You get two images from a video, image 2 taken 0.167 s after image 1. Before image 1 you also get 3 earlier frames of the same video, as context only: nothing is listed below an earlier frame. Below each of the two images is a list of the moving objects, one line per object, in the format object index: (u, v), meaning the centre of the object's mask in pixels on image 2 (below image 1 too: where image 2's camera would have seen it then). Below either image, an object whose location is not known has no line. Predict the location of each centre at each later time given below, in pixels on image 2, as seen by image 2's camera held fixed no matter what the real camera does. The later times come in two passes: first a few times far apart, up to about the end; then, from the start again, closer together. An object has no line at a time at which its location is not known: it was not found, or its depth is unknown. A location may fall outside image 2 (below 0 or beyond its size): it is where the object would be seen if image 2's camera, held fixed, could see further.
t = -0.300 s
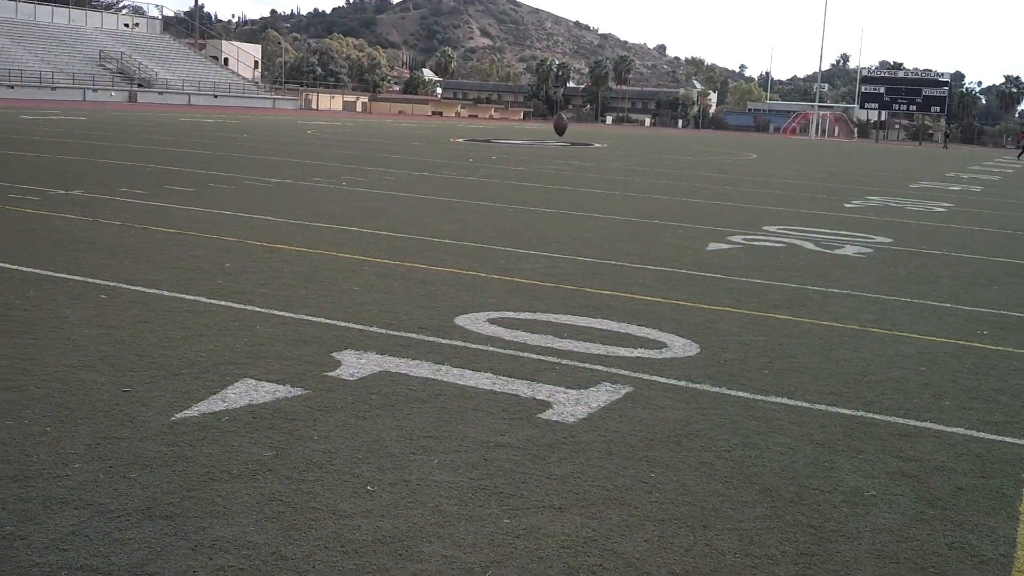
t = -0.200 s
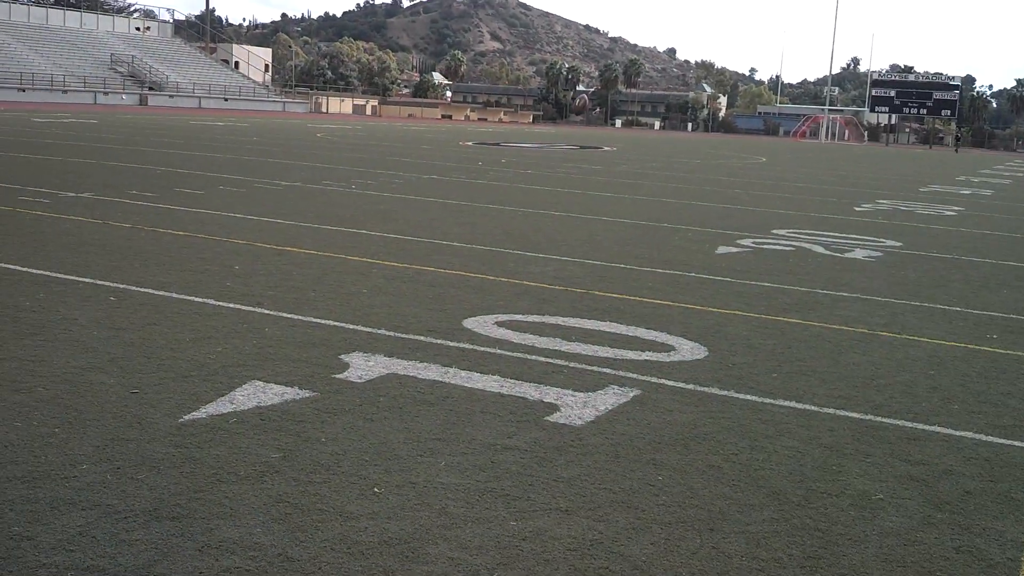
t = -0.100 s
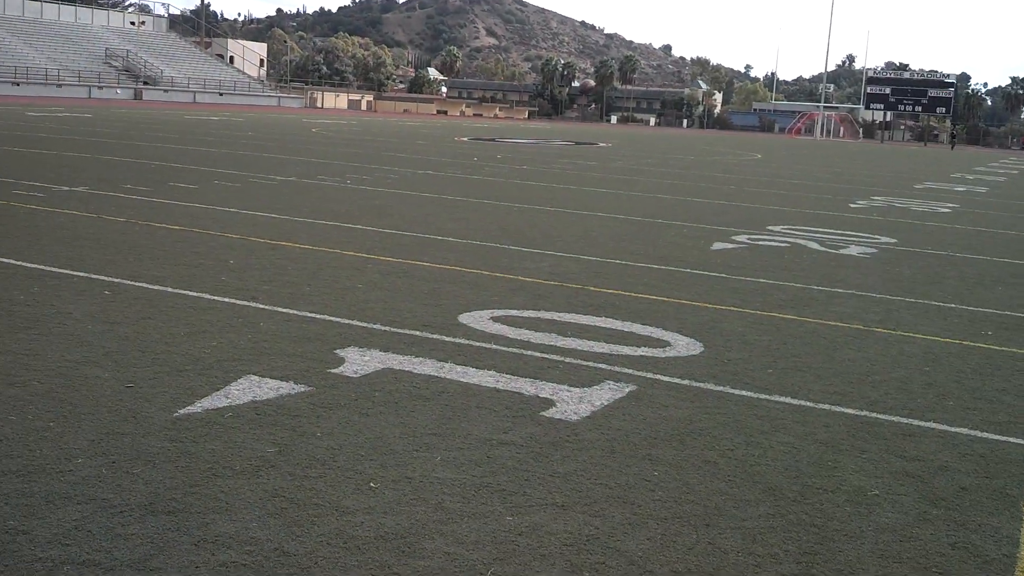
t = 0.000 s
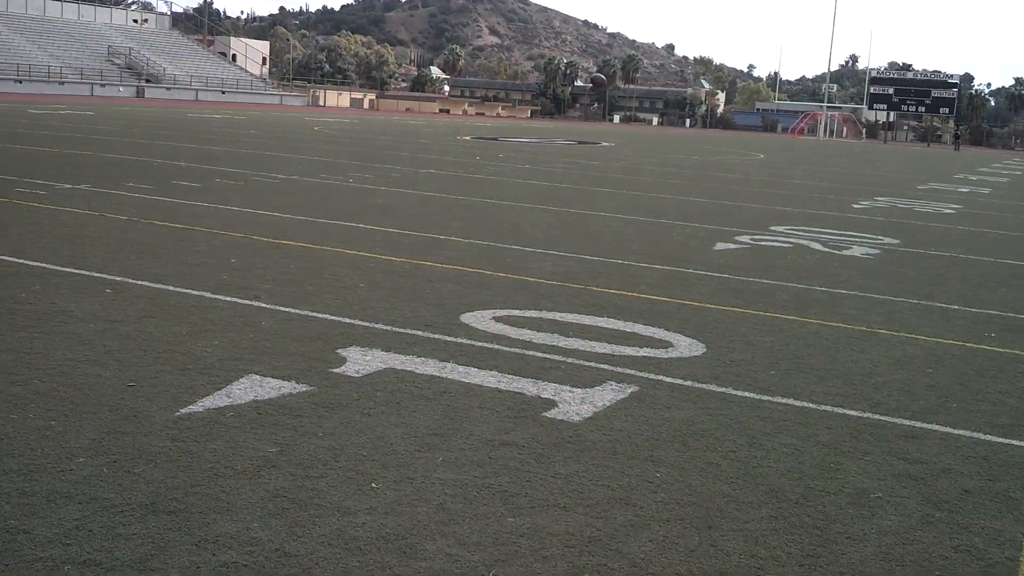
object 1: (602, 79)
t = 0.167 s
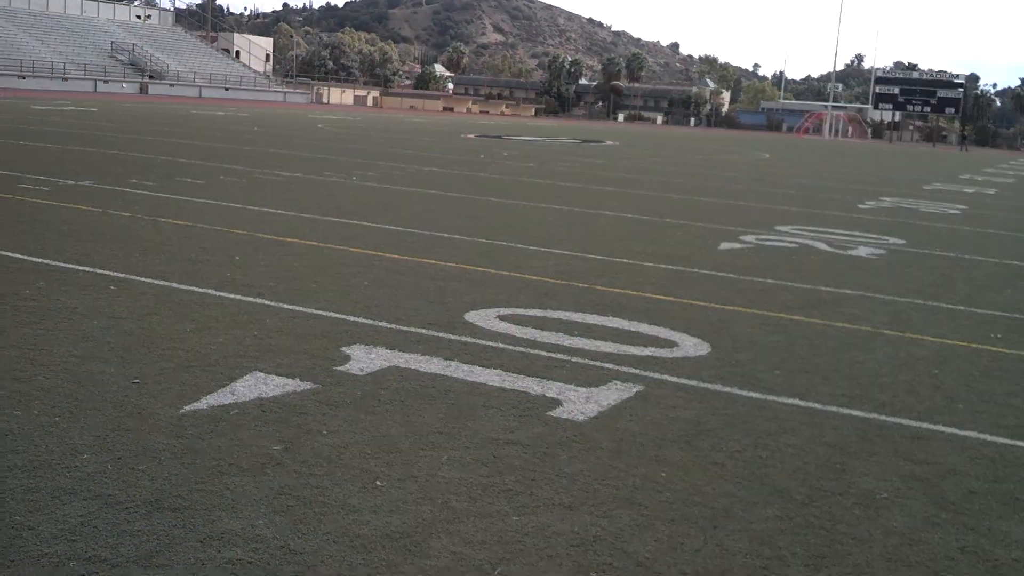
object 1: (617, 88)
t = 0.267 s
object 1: (624, 105)
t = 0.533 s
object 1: (640, 183)
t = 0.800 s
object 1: (676, 200)
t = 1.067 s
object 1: (718, 215)
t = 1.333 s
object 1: (743, 192)
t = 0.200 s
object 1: (619, 92)
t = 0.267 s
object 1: (624, 105)
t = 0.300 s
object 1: (627, 113)
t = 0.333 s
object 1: (628, 121)
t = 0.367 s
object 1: (630, 129)
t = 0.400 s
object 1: (633, 138)
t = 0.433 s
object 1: (635, 149)
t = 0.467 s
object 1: (637, 159)
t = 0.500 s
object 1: (638, 171)
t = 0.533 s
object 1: (640, 183)
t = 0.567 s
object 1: (642, 196)
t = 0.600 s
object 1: (643, 210)
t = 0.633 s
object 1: (646, 216)
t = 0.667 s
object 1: (653, 211)
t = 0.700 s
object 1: (659, 207)
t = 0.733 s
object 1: (665, 204)
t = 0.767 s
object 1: (671, 201)
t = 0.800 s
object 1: (676, 200)
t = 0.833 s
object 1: (682, 199)
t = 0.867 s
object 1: (688, 199)
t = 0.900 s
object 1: (693, 200)
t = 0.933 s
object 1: (698, 202)
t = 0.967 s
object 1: (703, 204)
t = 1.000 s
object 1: (708, 207)
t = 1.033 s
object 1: (713, 211)
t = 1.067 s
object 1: (718, 215)
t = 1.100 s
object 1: (722, 216)
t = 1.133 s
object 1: (726, 215)
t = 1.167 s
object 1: (729, 210)
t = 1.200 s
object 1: (732, 205)
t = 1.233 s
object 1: (735, 200)
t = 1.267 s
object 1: (739, 196)
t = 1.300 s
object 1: (742, 193)
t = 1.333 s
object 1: (743, 192)
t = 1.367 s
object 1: (746, 190)
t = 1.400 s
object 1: (748, 190)
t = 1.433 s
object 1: (750, 190)
